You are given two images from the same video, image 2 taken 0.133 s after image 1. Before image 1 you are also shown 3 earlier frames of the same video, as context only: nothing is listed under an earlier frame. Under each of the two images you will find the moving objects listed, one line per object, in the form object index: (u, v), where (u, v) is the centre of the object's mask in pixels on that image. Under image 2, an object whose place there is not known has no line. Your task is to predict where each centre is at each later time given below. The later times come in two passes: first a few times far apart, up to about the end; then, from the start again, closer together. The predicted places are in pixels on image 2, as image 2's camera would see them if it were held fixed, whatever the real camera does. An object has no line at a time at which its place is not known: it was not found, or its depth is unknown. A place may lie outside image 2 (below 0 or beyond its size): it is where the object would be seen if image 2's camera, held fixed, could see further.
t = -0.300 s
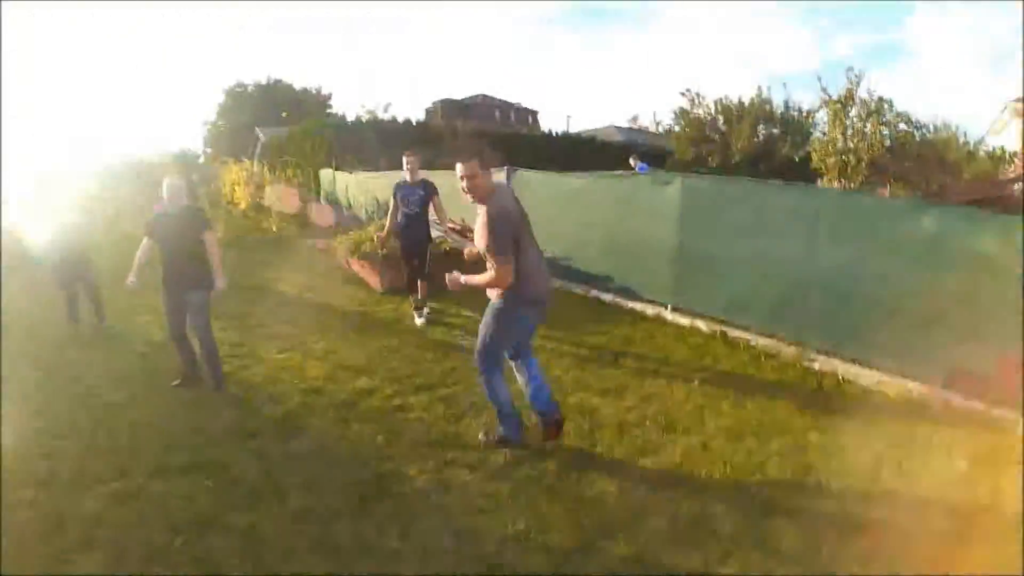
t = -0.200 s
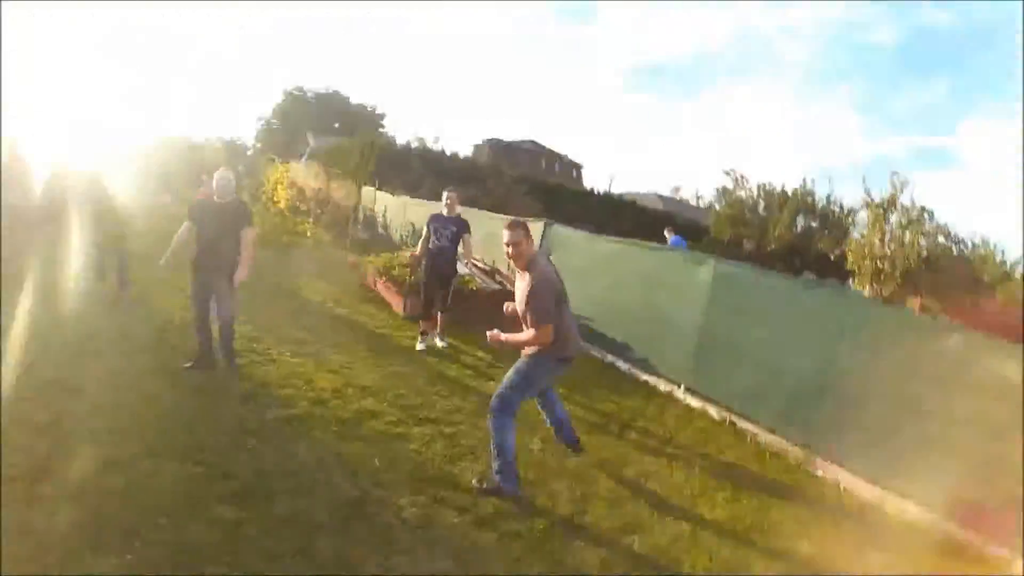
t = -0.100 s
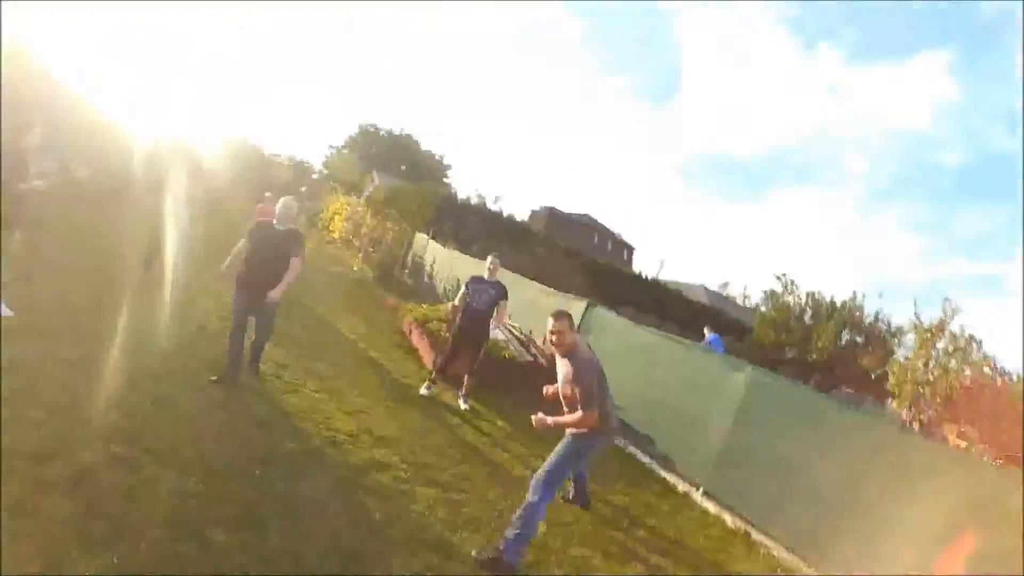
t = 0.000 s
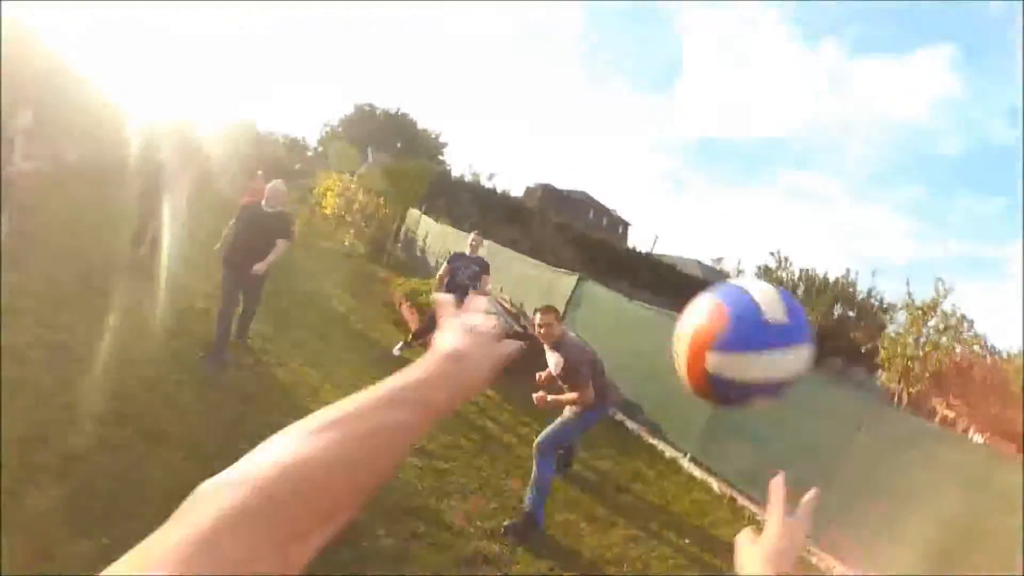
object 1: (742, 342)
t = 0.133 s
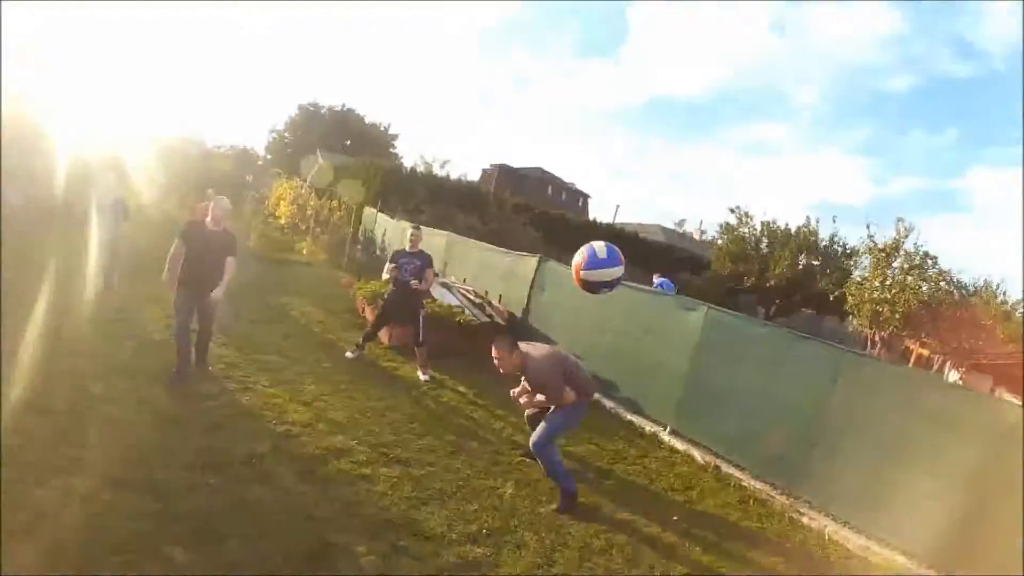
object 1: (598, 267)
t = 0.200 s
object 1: (583, 267)
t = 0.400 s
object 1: (558, 298)
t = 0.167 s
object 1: (590, 266)
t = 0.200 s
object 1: (583, 267)
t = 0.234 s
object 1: (578, 268)
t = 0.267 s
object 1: (574, 272)
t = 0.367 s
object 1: (562, 291)
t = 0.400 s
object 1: (558, 298)
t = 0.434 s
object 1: (554, 306)
